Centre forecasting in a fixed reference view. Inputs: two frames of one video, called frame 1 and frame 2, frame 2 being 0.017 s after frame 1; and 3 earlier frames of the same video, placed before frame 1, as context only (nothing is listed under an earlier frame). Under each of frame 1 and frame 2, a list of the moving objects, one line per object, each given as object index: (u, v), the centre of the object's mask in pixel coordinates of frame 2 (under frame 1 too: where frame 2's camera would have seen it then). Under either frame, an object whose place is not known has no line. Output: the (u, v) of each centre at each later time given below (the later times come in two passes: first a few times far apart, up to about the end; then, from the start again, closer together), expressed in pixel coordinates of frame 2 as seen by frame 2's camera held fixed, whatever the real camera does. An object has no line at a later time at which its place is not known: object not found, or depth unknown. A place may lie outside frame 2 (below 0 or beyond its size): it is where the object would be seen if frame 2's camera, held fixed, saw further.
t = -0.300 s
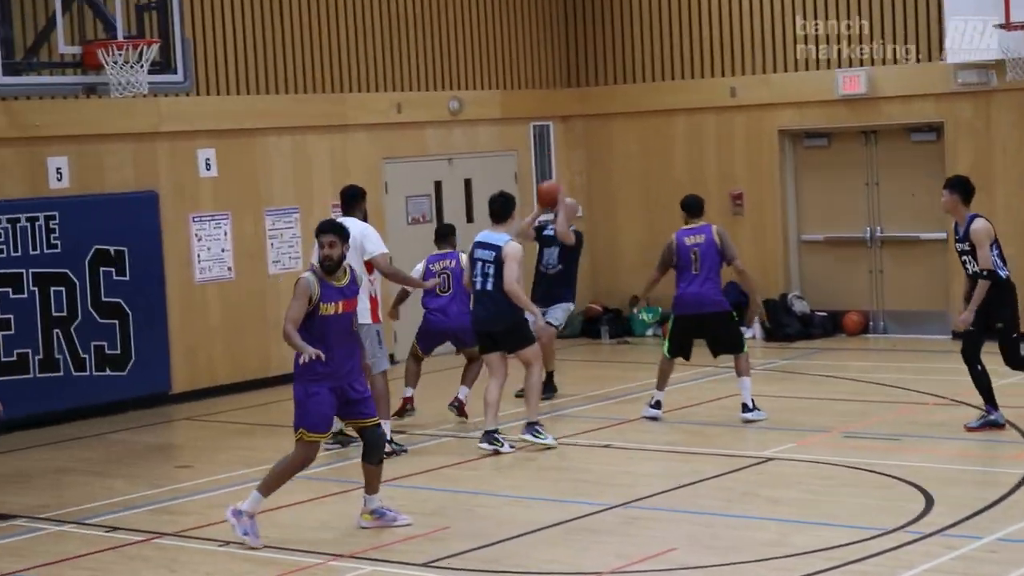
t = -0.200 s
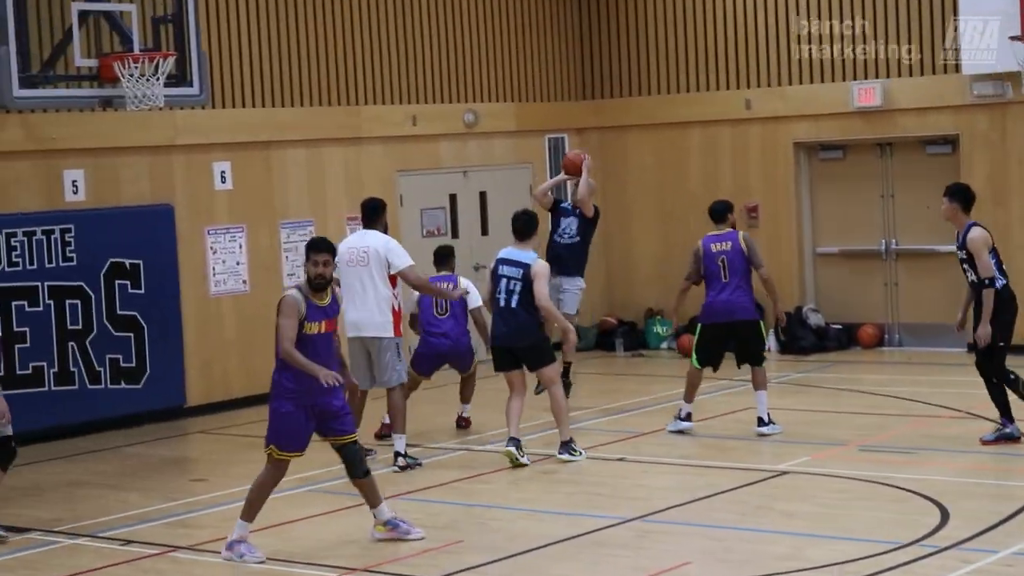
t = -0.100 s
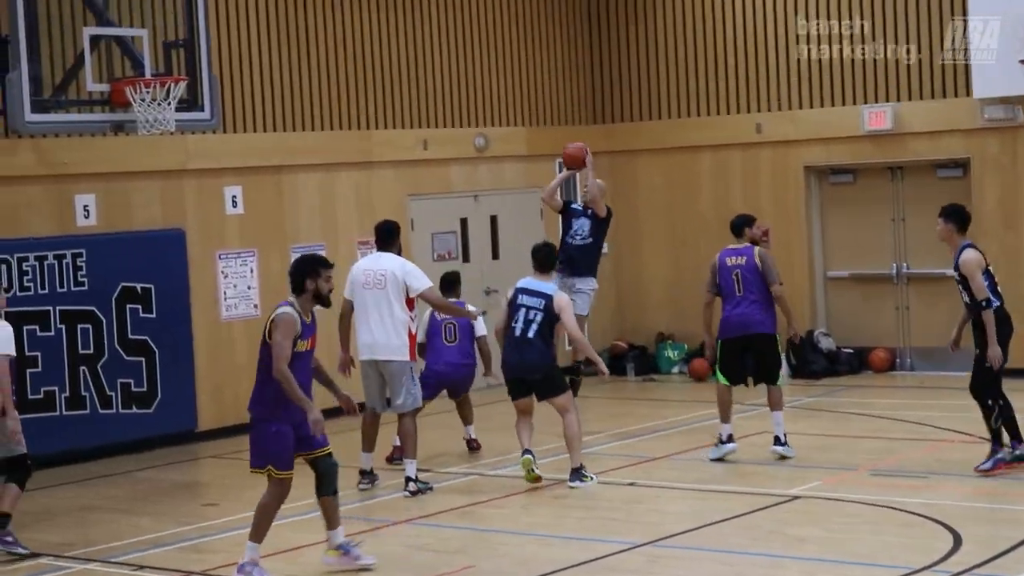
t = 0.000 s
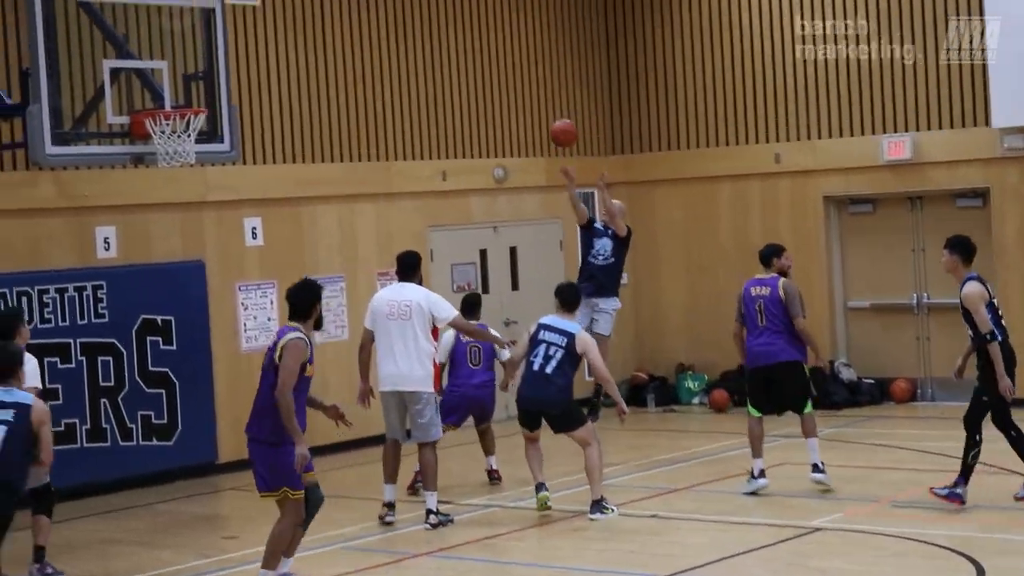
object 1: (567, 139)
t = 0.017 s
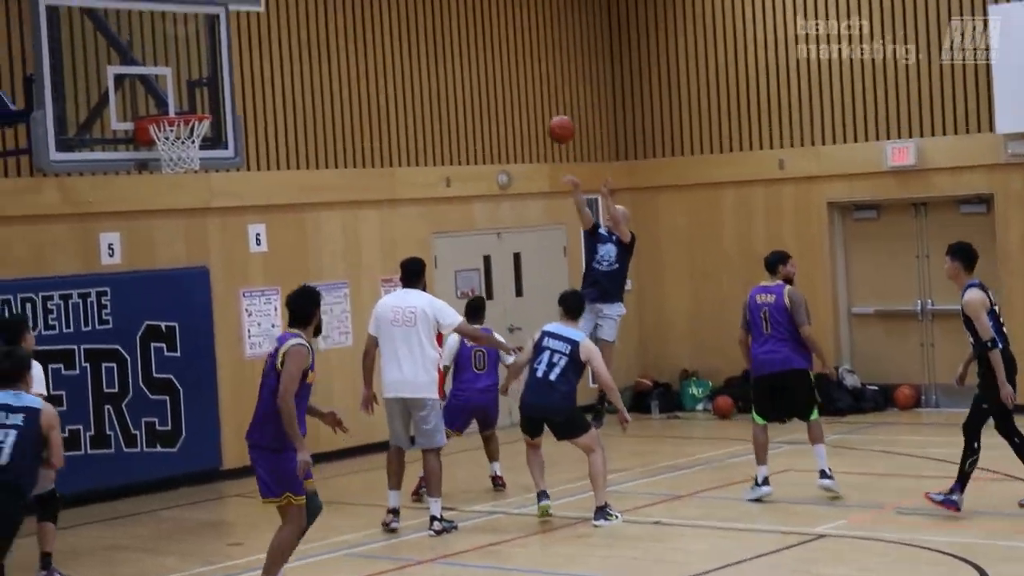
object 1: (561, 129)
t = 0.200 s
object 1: (487, 42)
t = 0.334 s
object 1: (433, 2)
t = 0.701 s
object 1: (280, 3)
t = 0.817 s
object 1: (231, 40)
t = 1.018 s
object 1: (194, 117)
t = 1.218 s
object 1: (174, 135)
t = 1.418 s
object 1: (185, 174)
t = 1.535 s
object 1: (195, 208)
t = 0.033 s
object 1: (555, 119)
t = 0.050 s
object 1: (548, 111)
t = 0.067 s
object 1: (541, 102)
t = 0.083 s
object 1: (535, 93)
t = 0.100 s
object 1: (528, 85)
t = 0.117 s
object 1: (521, 77)
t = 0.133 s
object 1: (514, 70)
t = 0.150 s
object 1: (507, 63)
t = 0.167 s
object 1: (500, 56)
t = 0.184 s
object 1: (494, 49)
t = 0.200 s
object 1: (487, 42)
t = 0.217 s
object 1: (481, 36)
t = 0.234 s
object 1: (474, 30)
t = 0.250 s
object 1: (468, 25)
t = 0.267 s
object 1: (461, 19)
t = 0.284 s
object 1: (454, 15)
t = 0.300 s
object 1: (447, 10)
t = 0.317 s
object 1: (441, 6)
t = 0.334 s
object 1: (433, 2)
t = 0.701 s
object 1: (280, 3)
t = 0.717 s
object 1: (273, 7)
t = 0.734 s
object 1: (266, 12)
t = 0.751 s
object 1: (259, 17)
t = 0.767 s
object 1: (252, 23)
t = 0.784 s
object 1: (245, 28)
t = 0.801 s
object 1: (237, 34)
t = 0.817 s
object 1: (231, 40)
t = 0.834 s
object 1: (223, 46)
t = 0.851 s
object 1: (216, 55)
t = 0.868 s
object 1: (209, 62)
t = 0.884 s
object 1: (202, 71)
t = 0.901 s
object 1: (195, 79)
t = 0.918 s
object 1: (187, 88)
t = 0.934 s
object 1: (181, 97)
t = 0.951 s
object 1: (173, 104)
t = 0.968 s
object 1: (169, 108)
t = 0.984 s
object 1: (176, 109)
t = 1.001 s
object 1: (184, 110)
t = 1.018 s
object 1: (194, 117)
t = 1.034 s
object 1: (196, 111)
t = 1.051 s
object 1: (194, 112)
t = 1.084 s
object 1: (188, 125)
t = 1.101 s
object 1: (185, 129)
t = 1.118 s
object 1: (181, 131)
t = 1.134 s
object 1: (176, 132)
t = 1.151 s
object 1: (175, 132)
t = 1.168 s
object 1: (175, 133)
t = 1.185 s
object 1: (174, 132)
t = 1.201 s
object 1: (174, 133)
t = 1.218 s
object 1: (174, 135)
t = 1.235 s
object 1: (173, 134)
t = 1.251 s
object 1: (174, 136)
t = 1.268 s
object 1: (175, 138)
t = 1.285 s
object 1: (178, 147)
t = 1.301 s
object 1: (178, 149)
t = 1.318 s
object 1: (177, 153)
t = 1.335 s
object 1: (179, 157)
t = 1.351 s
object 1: (180, 160)
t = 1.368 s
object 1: (181, 162)
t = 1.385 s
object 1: (182, 164)
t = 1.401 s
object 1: (184, 166)
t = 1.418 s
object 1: (185, 174)
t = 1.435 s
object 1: (187, 183)
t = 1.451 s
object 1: (188, 185)
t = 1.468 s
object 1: (189, 188)
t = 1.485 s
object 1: (190, 191)
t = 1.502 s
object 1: (192, 197)
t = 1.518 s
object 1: (194, 202)
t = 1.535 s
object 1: (195, 208)
